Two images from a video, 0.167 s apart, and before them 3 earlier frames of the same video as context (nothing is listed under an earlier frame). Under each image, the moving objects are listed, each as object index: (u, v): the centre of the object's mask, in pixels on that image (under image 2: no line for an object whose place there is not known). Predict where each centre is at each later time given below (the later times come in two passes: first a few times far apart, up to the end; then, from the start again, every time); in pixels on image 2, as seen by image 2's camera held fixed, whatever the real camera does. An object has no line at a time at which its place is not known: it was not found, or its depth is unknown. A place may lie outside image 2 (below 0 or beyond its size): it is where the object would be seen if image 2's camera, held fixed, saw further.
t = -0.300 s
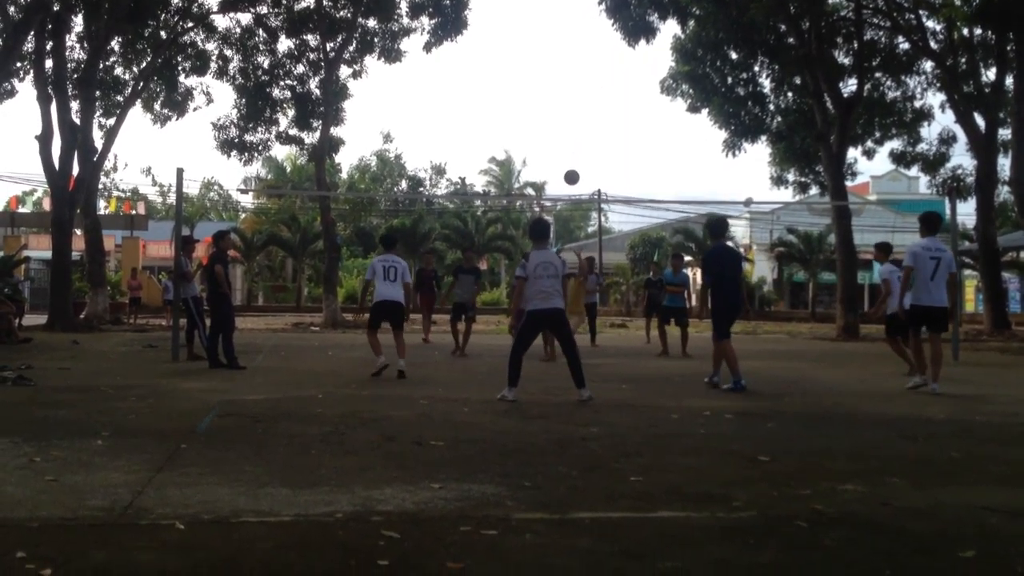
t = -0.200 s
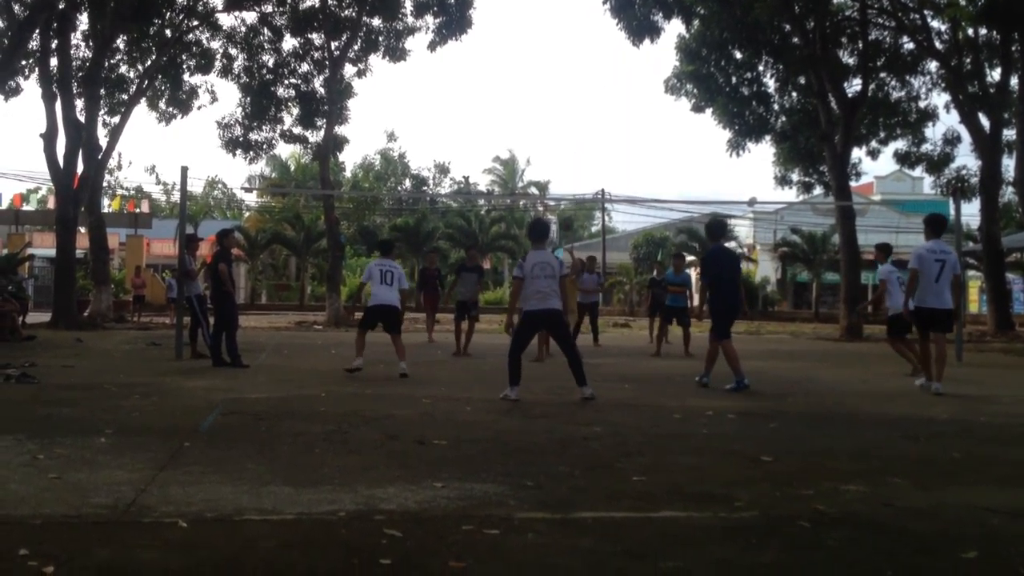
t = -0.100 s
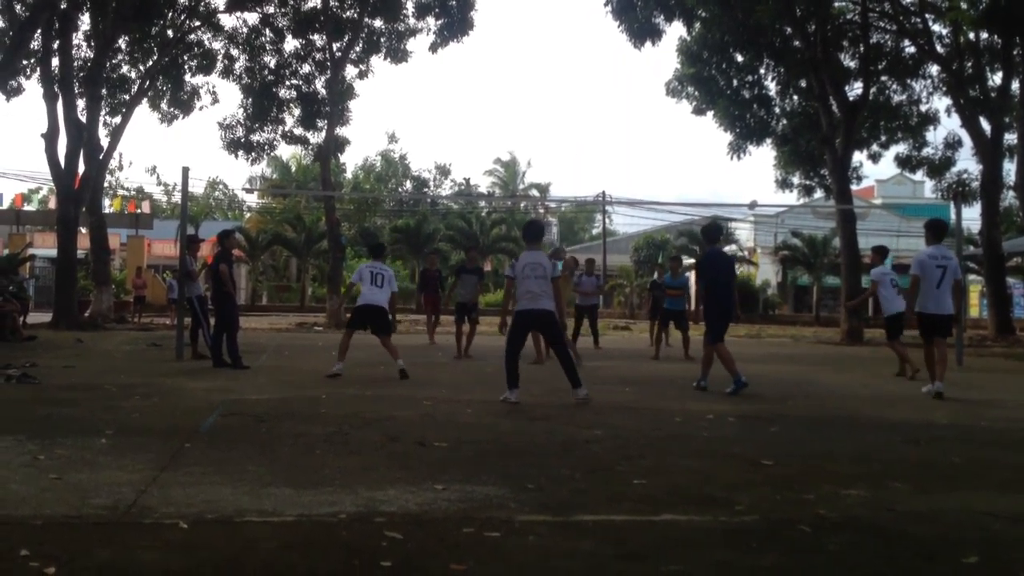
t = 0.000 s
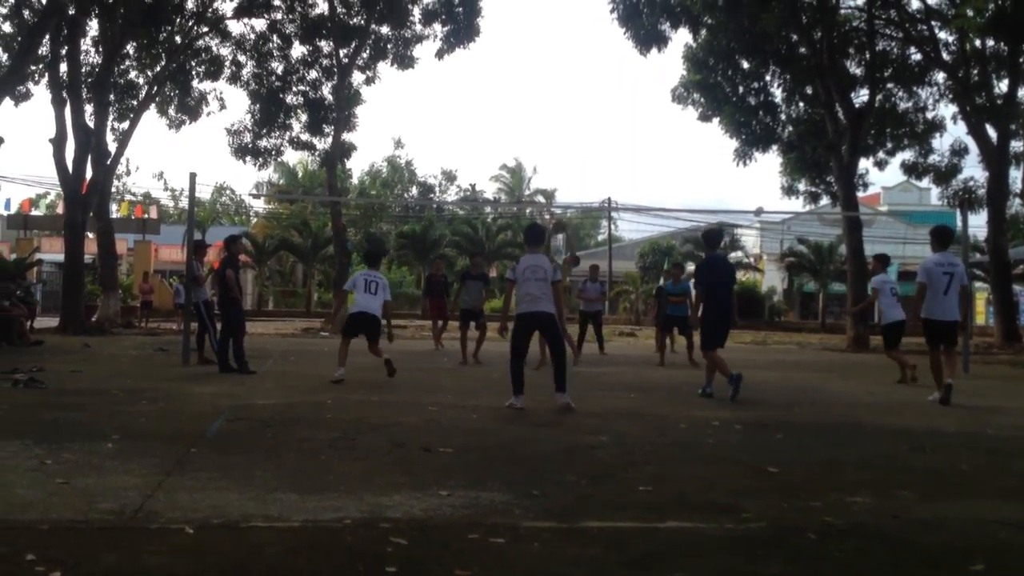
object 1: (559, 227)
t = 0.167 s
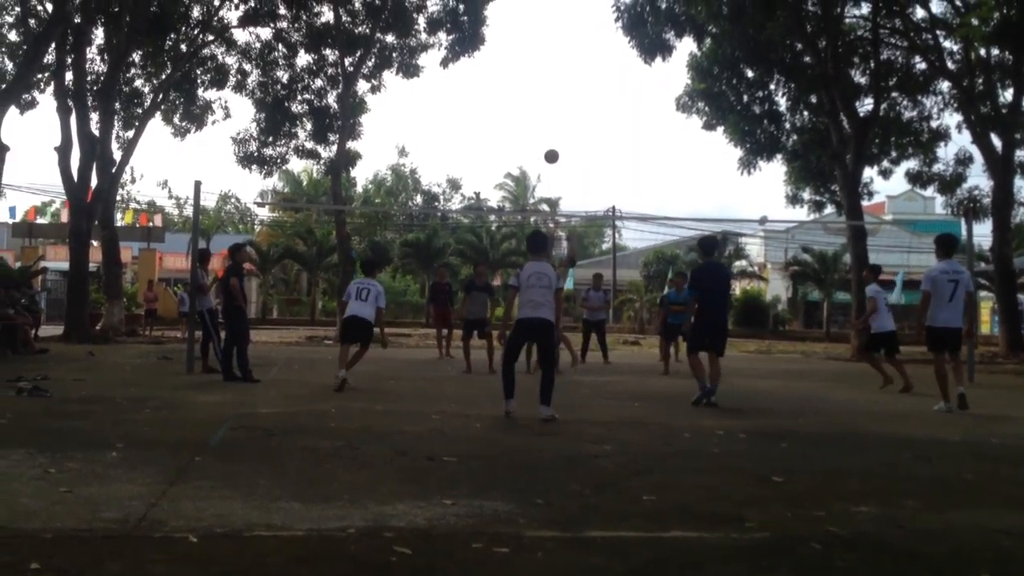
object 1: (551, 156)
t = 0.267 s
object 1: (544, 119)
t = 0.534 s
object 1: (523, 54)
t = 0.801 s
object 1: (499, 43)
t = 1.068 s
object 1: (474, 83)
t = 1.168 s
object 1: (464, 111)
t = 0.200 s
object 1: (549, 143)
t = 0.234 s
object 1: (546, 130)
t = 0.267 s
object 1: (544, 119)
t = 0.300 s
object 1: (541, 108)
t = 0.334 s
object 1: (539, 98)
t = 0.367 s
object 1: (536, 89)
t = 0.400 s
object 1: (534, 80)
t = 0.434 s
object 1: (531, 72)
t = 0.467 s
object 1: (528, 66)
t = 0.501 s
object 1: (525, 60)
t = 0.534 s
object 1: (523, 54)
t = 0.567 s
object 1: (519, 50)
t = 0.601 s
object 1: (516, 47)
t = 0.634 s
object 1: (514, 44)
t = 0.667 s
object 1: (511, 42)
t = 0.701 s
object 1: (508, 41)
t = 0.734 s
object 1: (505, 41)
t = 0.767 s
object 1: (502, 41)
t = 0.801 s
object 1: (499, 43)
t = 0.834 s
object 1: (496, 45)
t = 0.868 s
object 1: (493, 48)
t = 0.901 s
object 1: (490, 51)
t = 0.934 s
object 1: (486, 56)
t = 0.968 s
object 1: (483, 61)
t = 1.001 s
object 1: (480, 67)
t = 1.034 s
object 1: (477, 75)
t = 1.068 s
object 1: (474, 83)
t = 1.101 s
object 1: (471, 91)
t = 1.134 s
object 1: (467, 101)
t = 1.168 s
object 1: (464, 111)
